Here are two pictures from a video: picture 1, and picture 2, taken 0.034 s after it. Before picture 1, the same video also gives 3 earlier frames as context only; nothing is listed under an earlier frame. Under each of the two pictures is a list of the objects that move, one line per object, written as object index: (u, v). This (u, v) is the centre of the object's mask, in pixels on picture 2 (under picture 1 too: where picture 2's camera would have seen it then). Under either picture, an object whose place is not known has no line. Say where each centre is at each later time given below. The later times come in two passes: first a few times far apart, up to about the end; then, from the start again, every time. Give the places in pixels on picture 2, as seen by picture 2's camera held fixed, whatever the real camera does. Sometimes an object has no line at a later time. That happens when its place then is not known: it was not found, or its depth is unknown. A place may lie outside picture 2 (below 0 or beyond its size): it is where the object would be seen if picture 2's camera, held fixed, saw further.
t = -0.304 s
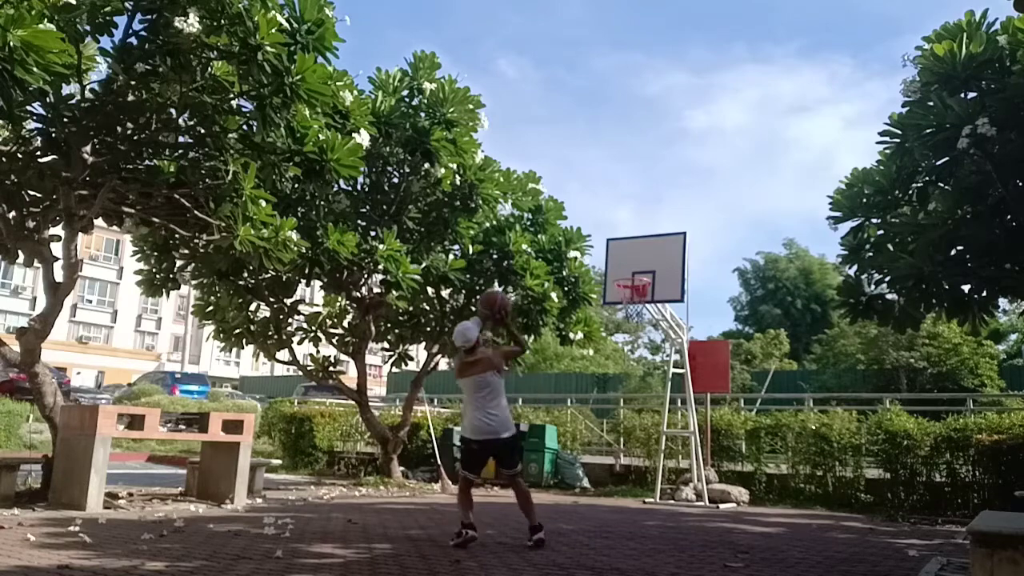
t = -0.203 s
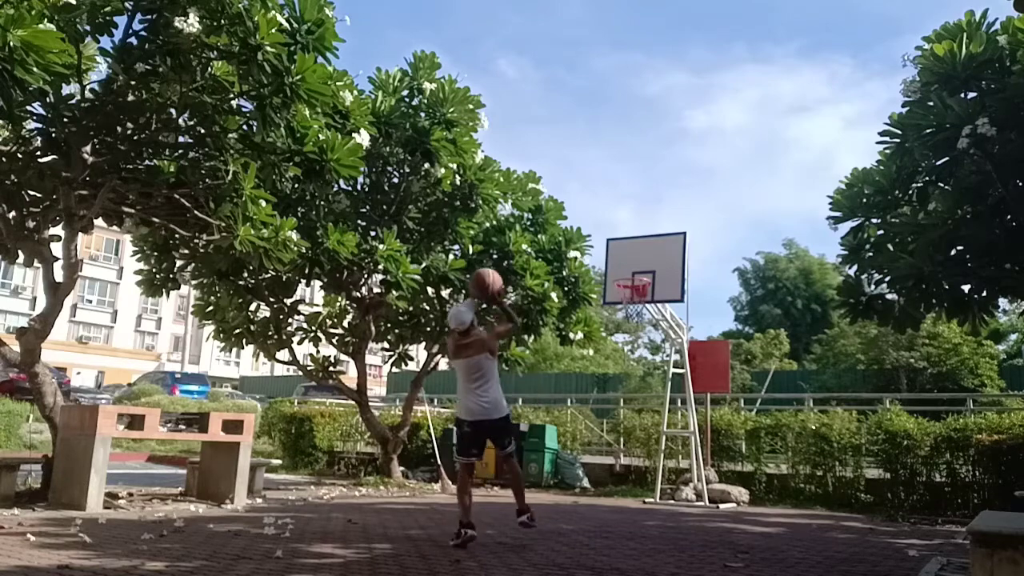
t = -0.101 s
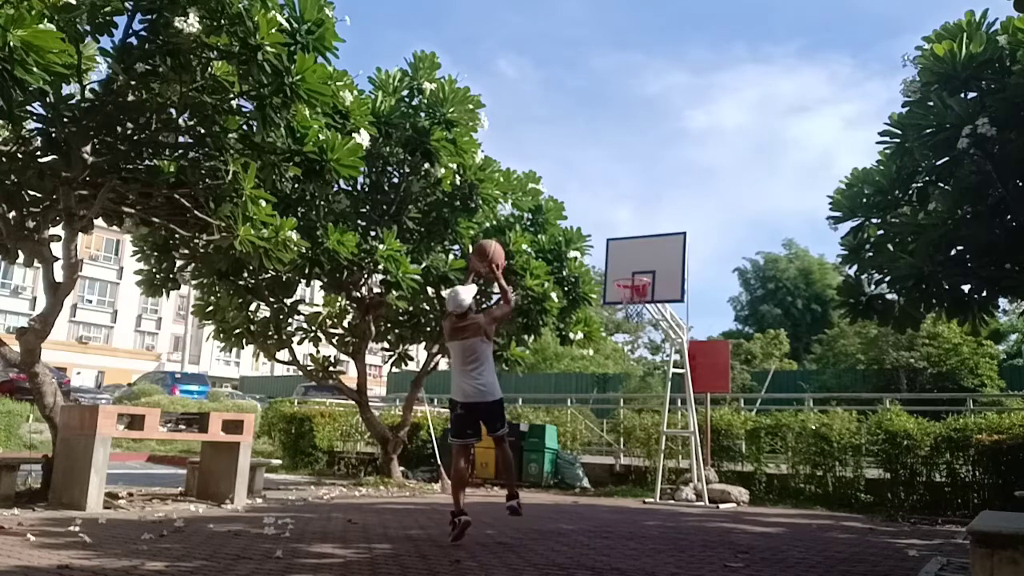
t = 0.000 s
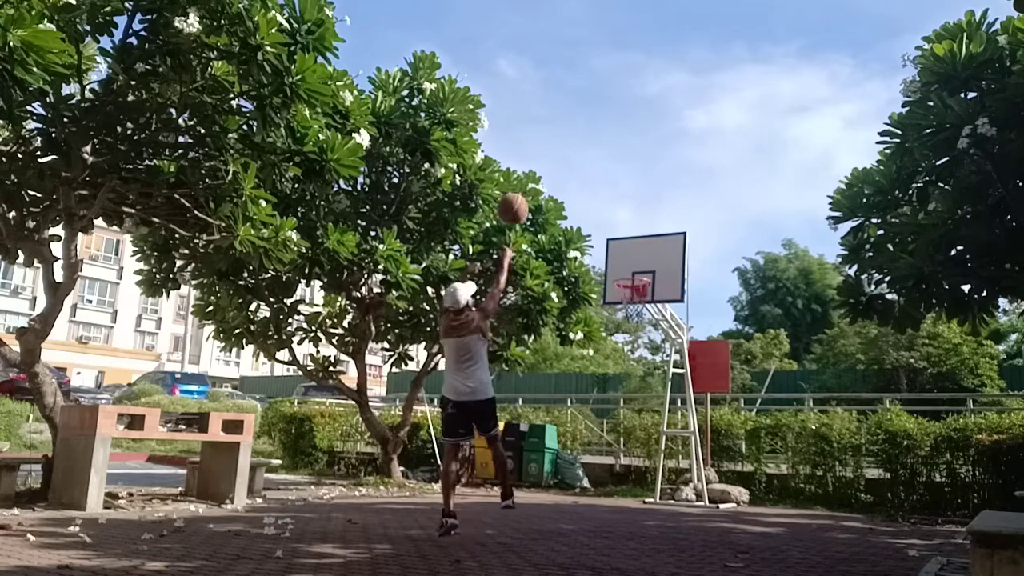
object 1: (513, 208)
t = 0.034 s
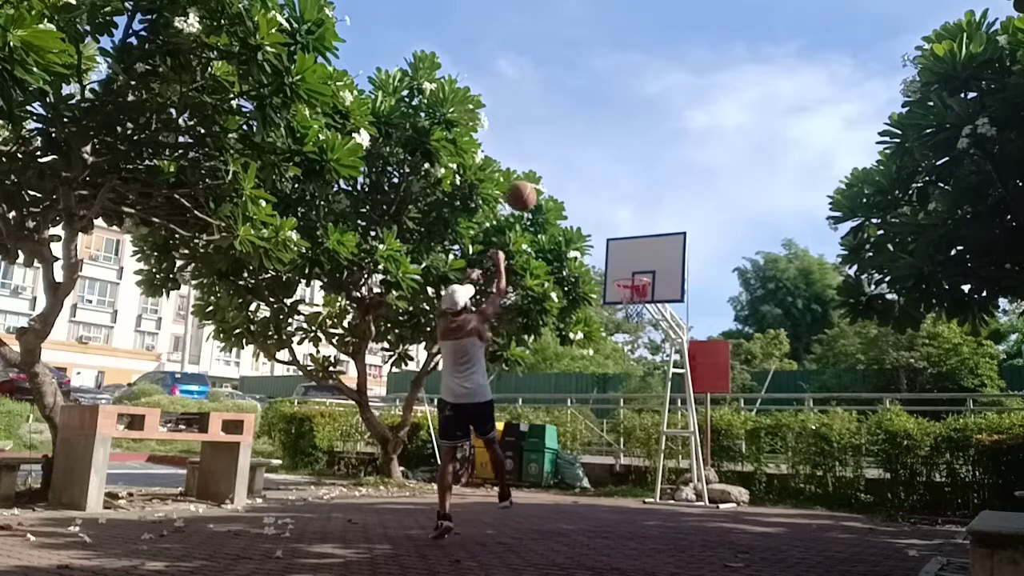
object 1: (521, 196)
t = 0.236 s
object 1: (563, 156)
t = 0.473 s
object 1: (601, 167)
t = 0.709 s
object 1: (630, 223)
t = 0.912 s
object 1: (649, 271)
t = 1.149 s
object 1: (651, 252)
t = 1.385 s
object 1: (642, 267)
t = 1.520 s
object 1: (636, 296)
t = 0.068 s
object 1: (529, 185)
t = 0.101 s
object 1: (536, 176)
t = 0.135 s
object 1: (543, 169)
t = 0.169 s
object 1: (550, 164)
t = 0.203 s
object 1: (557, 159)
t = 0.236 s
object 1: (563, 156)
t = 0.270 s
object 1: (569, 155)
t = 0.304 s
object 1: (575, 154)
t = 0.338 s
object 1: (581, 155)
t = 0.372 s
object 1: (586, 156)
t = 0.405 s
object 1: (591, 159)
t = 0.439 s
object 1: (596, 163)
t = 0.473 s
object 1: (601, 167)
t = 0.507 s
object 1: (605, 173)
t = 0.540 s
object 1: (610, 179)
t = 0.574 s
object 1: (614, 186)
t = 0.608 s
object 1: (618, 194)
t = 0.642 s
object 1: (622, 203)
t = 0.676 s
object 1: (626, 213)
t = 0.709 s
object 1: (630, 223)
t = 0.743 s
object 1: (634, 234)
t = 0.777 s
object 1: (637, 245)
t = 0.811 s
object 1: (641, 257)
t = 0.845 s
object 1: (644, 270)
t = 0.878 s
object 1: (647, 271)
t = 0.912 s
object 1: (649, 271)
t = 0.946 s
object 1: (651, 268)
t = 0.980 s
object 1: (653, 265)
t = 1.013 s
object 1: (655, 264)
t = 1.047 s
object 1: (655, 260)
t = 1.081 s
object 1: (654, 256)
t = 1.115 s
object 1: (652, 254)
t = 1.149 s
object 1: (651, 252)
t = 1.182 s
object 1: (650, 251)
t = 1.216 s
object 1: (649, 252)
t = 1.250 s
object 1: (648, 253)
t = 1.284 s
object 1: (646, 254)
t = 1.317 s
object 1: (645, 258)
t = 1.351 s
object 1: (644, 261)
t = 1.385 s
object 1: (642, 267)
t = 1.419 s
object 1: (641, 272)
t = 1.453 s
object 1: (639, 278)
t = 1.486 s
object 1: (638, 287)
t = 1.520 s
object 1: (636, 296)
